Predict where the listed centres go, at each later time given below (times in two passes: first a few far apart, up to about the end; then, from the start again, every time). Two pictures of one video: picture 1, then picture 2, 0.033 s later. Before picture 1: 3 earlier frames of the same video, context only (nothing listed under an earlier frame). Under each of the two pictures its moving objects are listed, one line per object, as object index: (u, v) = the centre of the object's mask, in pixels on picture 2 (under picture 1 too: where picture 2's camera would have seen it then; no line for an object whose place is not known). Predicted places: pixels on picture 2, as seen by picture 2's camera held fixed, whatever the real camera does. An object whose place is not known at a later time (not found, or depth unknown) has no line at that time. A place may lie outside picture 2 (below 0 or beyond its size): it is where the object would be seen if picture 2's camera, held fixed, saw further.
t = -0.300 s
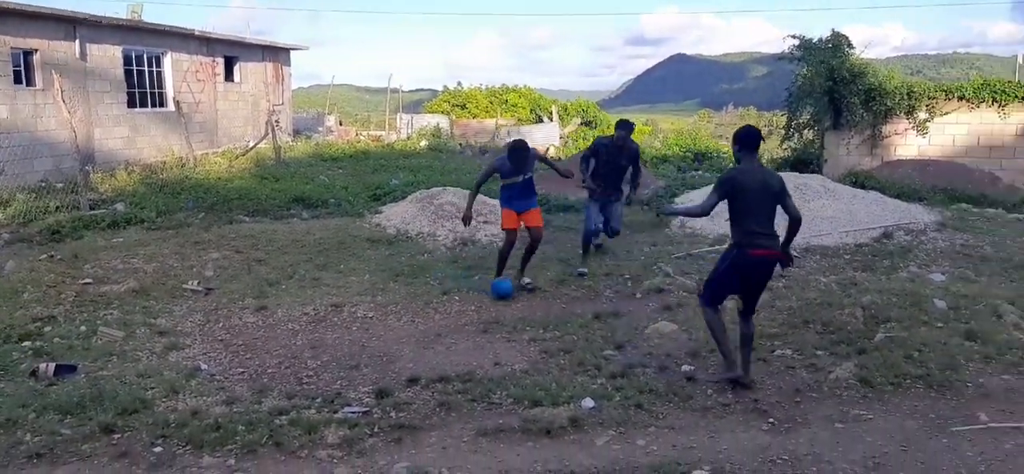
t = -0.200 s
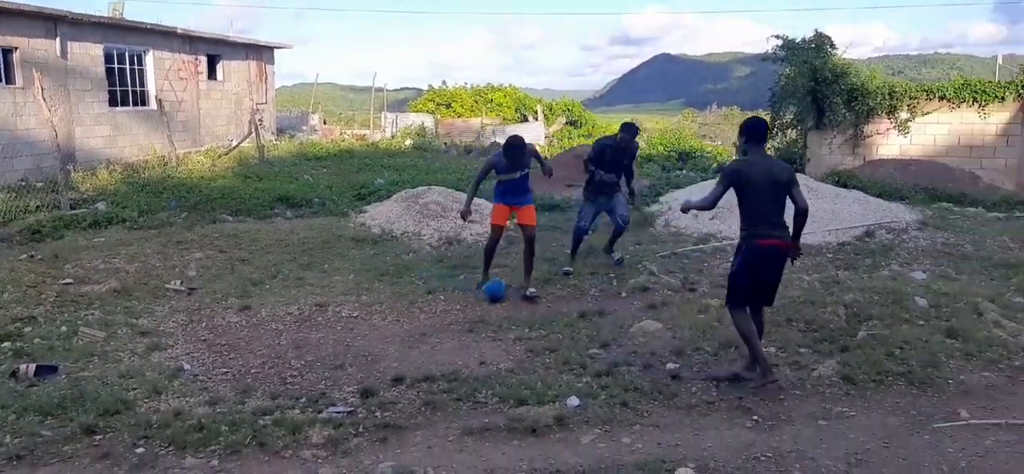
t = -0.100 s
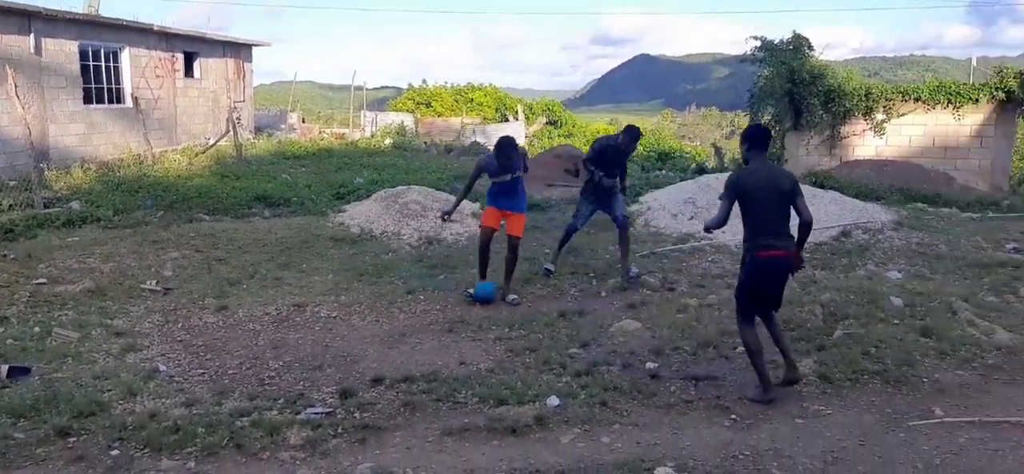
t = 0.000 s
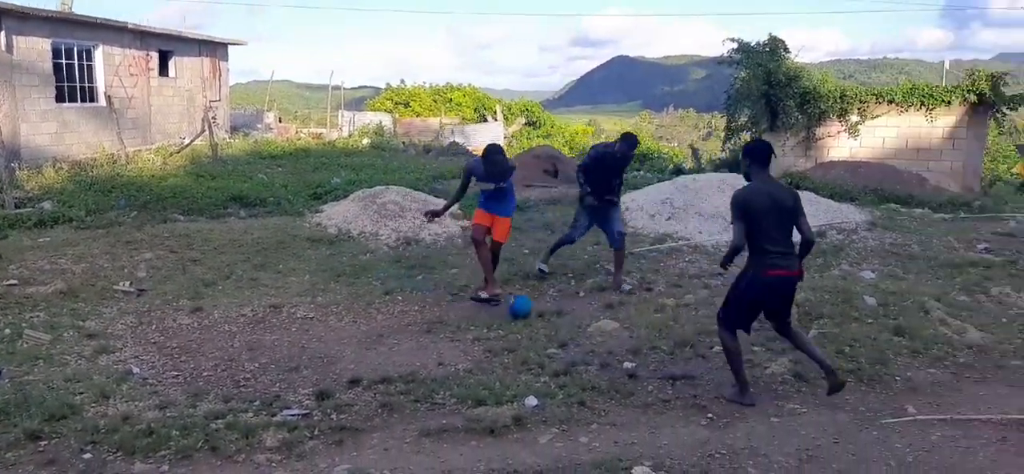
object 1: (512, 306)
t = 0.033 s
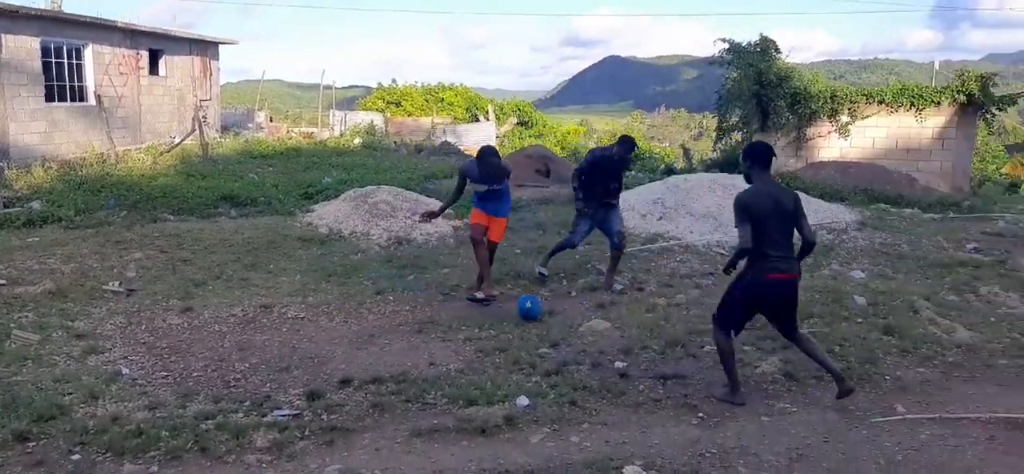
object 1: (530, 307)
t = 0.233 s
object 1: (656, 343)
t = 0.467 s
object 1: (791, 375)
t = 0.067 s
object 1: (548, 309)
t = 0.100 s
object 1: (568, 313)
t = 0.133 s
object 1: (588, 317)
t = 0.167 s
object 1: (610, 324)
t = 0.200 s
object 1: (632, 334)
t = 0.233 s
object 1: (656, 343)
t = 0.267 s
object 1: (673, 347)
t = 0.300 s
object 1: (692, 346)
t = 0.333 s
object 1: (710, 349)
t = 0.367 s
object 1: (729, 353)
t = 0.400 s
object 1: (749, 361)
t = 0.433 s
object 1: (769, 369)
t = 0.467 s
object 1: (791, 375)
